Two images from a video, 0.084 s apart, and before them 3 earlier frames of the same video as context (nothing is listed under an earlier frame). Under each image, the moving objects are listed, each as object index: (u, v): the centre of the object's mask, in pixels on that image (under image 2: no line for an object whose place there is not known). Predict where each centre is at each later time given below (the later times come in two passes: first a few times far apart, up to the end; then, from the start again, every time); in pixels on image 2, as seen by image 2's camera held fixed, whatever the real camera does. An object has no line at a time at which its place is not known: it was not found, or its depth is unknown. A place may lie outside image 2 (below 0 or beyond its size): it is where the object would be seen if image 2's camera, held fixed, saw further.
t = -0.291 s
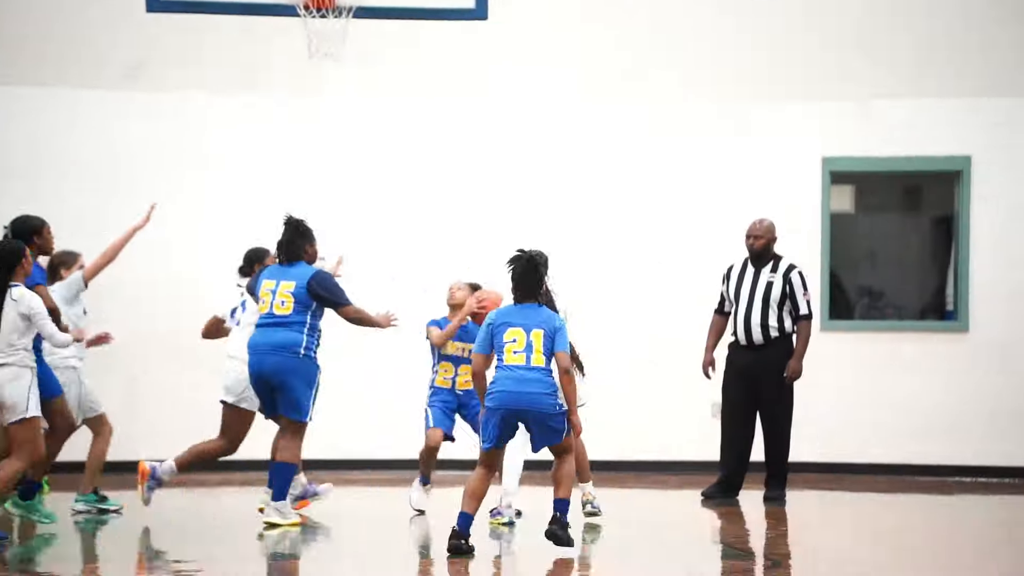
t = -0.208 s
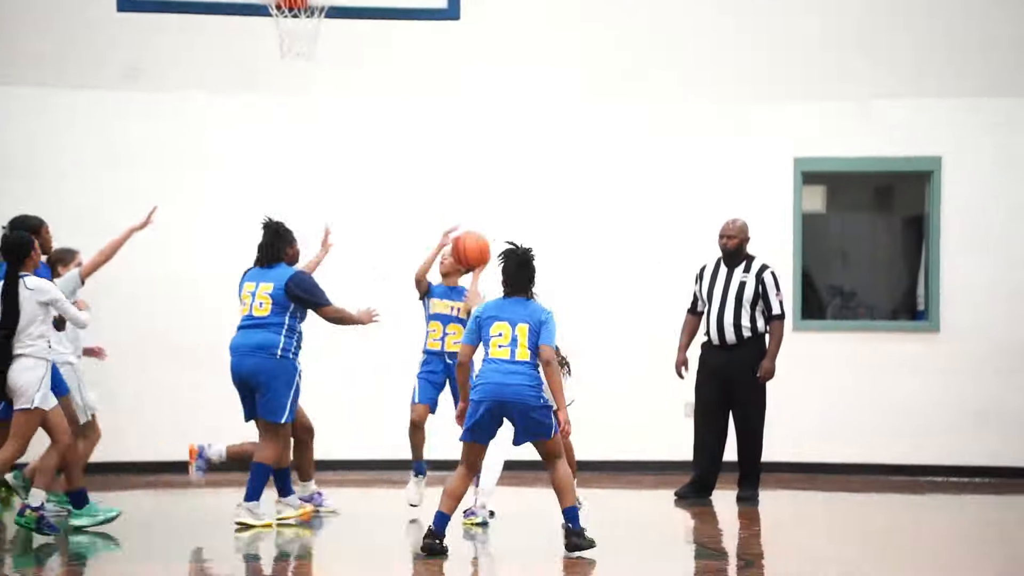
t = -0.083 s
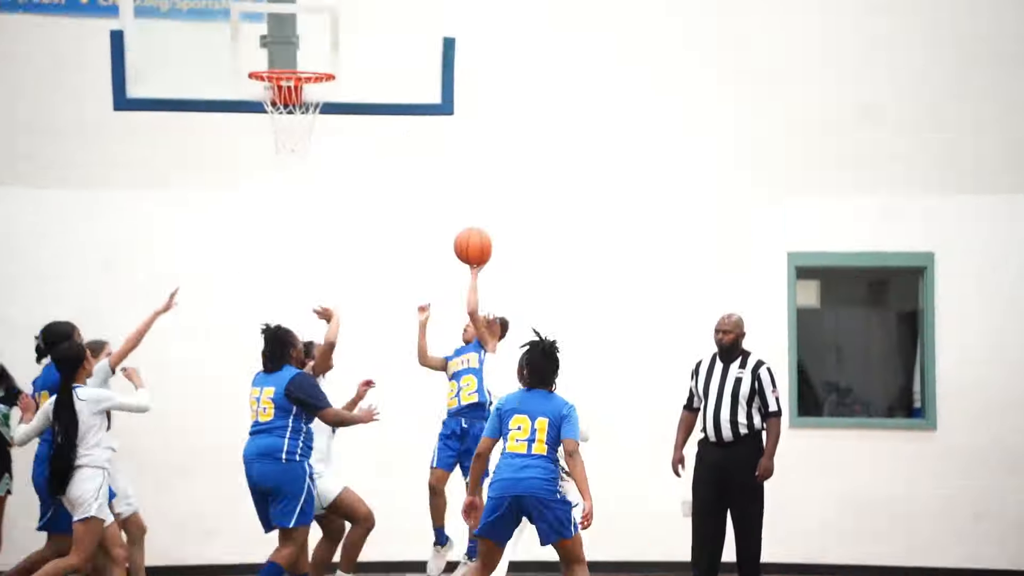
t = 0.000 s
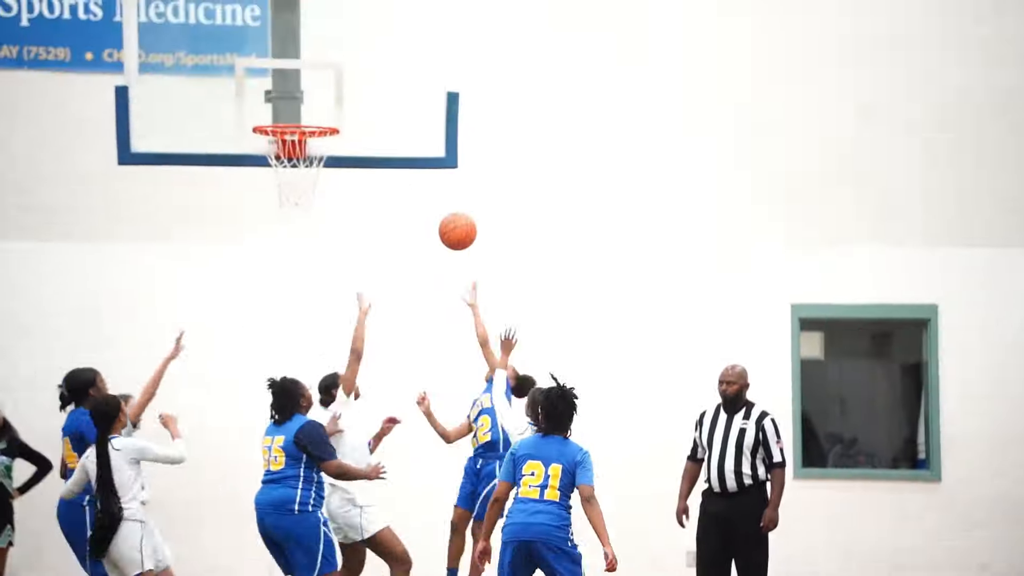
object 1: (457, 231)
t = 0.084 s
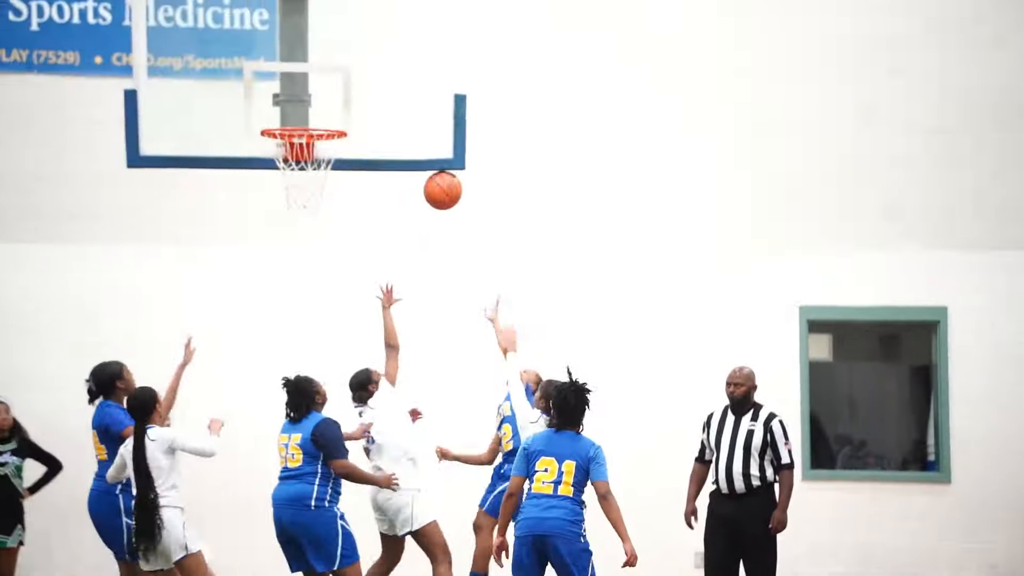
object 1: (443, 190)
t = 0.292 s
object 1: (392, 286)
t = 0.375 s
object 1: (373, 344)
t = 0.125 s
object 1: (432, 203)
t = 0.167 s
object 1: (422, 220)
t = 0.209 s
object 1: (412, 238)
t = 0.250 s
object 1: (402, 261)
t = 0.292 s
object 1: (392, 286)
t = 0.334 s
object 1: (383, 313)
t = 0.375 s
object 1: (373, 344)
